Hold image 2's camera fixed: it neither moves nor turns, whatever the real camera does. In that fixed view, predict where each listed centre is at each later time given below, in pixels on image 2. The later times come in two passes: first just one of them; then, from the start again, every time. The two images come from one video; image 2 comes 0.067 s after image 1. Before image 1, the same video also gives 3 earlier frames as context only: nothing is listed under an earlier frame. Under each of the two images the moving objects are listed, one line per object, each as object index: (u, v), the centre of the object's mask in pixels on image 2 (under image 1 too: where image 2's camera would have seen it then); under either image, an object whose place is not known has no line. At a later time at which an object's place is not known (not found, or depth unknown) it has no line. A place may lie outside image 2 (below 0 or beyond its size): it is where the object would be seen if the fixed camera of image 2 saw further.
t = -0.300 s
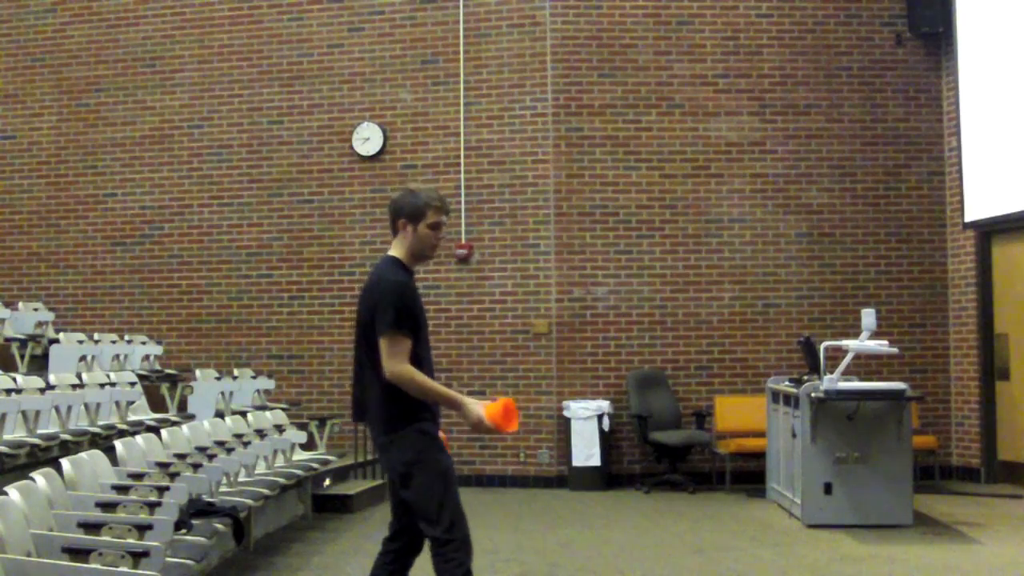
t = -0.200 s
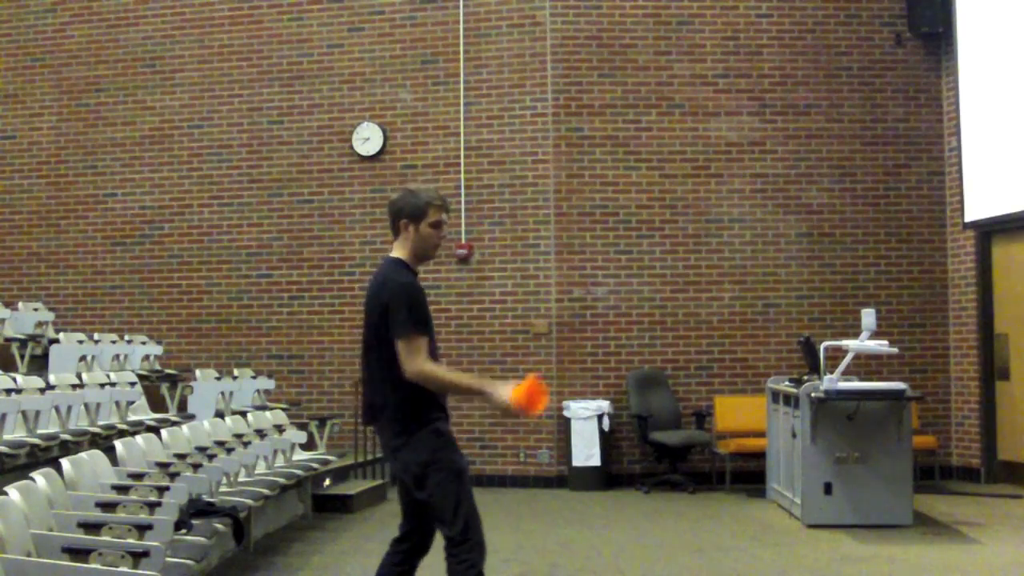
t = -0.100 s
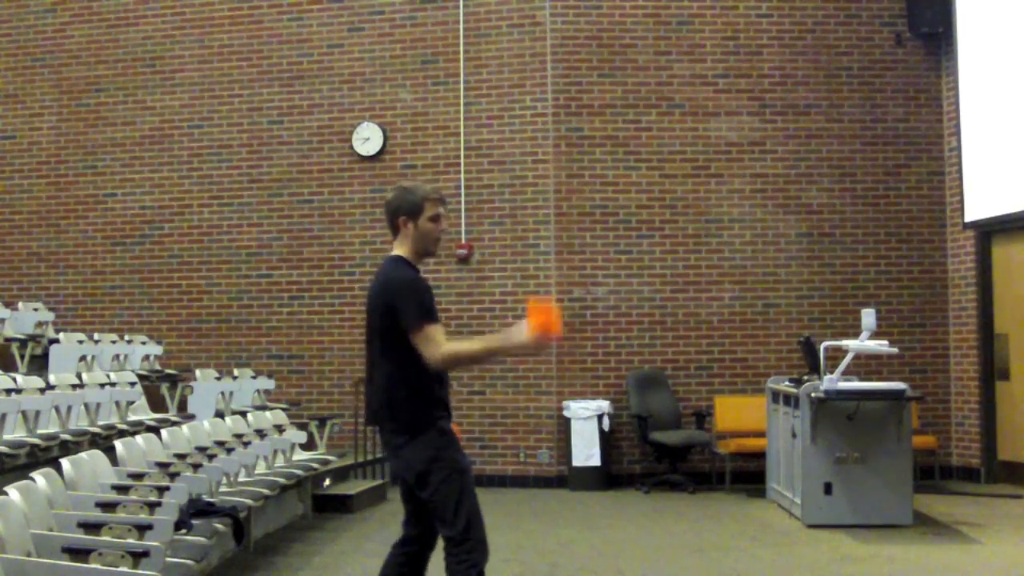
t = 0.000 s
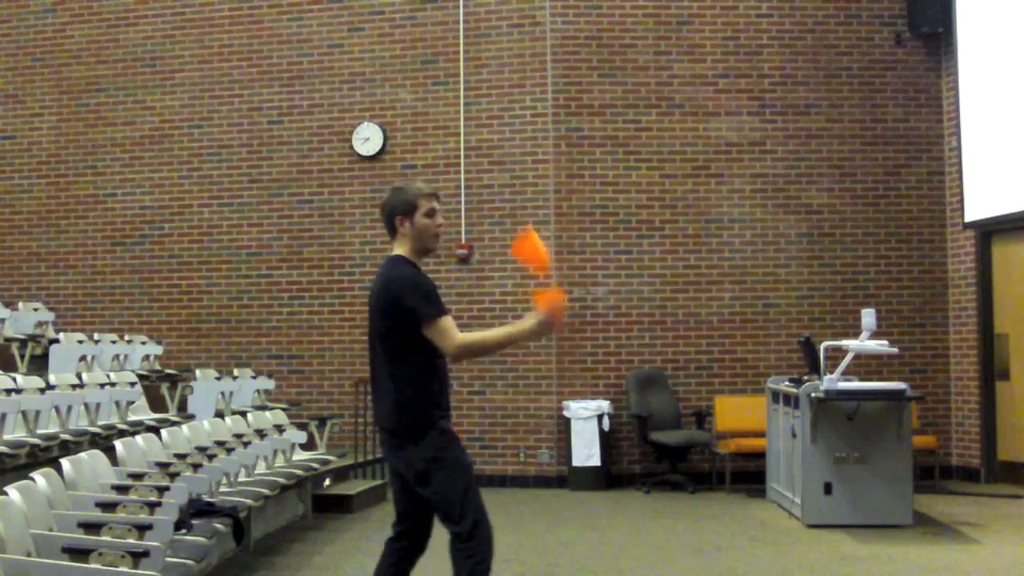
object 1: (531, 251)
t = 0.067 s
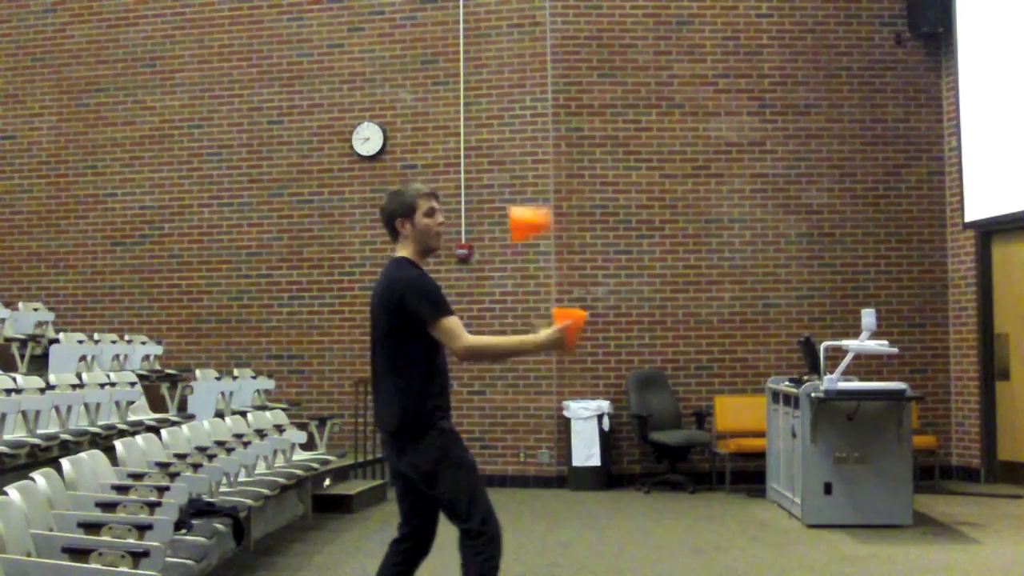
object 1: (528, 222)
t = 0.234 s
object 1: (530, 194)
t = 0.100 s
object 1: (529, 210)
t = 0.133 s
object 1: (529, 203)
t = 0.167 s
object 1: (529, 197)
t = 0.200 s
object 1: (529, 194)
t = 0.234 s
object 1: (530, 194)
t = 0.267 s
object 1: (530, 194)
